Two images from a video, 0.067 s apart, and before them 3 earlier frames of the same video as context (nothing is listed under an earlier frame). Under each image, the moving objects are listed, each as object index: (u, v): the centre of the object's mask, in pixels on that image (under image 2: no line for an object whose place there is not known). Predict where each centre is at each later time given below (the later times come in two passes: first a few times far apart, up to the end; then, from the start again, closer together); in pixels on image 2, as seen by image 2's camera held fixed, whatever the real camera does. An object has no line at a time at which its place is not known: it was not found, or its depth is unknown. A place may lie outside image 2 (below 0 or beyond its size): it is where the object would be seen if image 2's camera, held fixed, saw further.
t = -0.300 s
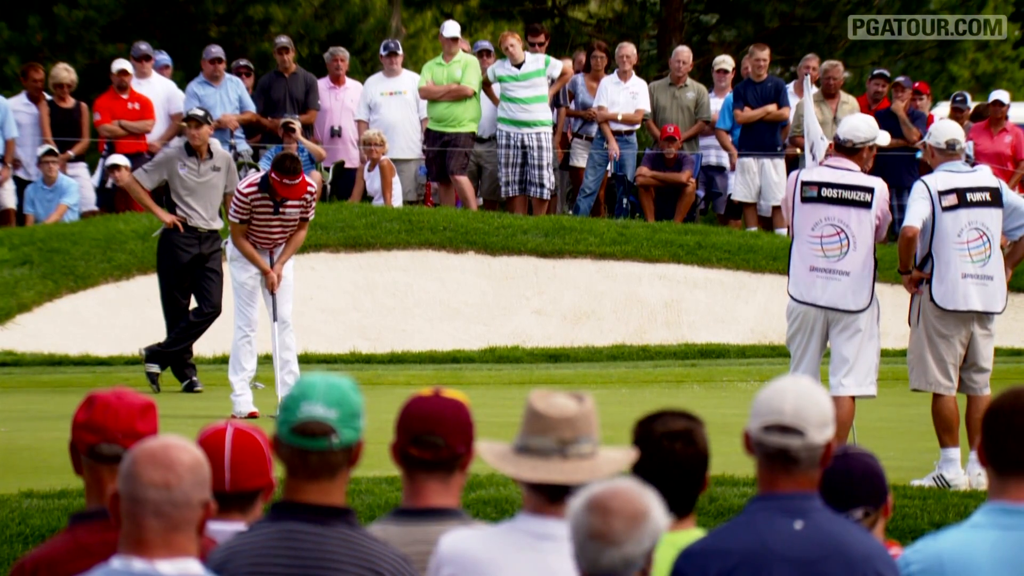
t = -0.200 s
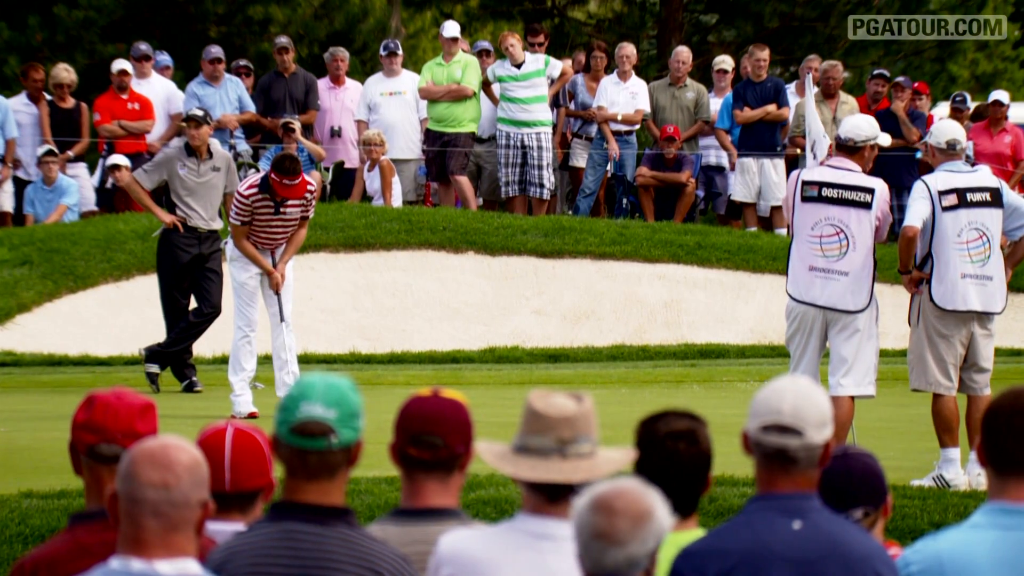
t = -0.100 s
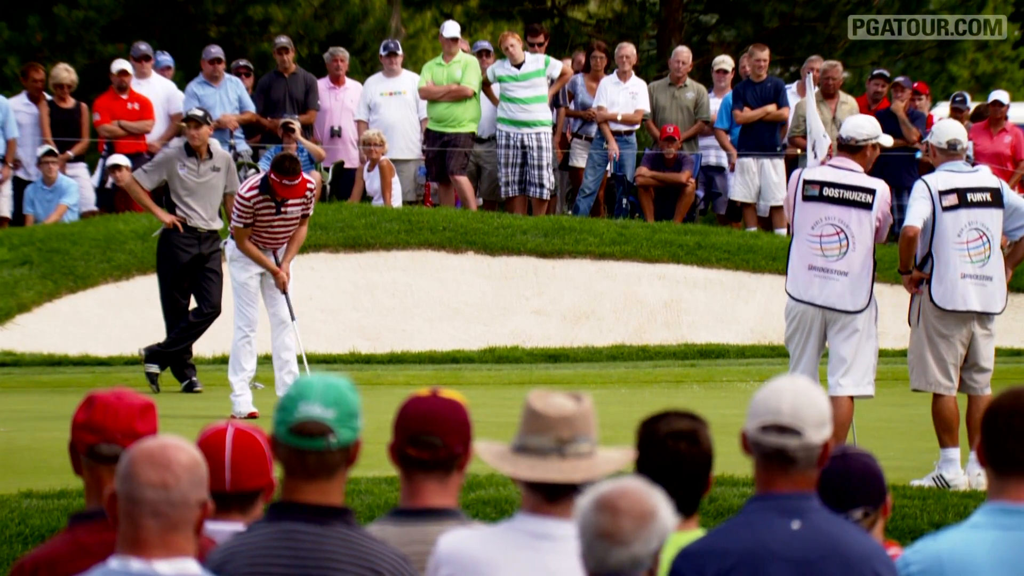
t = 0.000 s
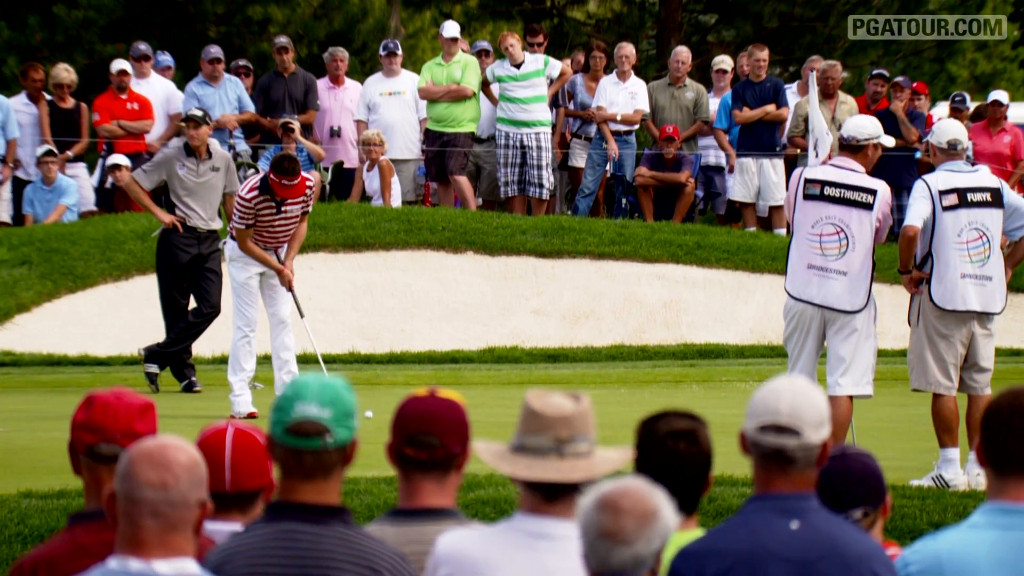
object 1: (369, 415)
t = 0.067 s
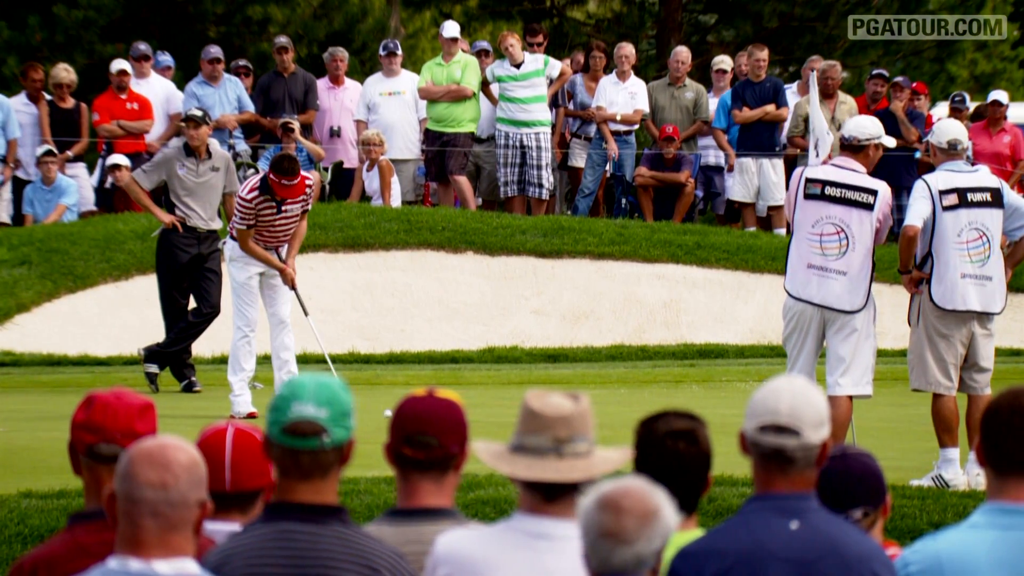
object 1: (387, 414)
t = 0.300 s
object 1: (453, 412)
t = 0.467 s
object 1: (496, 412)
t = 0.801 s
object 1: (574, 409)
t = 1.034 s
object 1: (620, 409)
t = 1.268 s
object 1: (661, 408)
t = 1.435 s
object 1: (687, 407)
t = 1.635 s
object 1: (715, 407)
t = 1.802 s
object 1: (734, 405)
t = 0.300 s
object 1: (453, 412)
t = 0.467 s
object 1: (496, 412)
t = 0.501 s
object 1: (504, 411)
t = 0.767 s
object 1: (567, 409)
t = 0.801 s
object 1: (574, 409)
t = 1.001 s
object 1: (614, 409)
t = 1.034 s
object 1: (620, 409)
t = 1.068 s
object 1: (626, 409)
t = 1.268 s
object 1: (661, 408)
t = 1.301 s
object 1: (666, 408)
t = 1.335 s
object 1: (672, 407)
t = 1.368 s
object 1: (677, 407)
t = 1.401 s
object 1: (682, 407)
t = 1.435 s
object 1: (687, 407)
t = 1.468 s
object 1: (692, 407)
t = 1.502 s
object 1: (696, 407)
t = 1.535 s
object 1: (701, 407)
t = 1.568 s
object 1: (706, 407)
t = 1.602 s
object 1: (710, 407)
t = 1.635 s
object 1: (715, 407)
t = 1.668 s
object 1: (719, 407)
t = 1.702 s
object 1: (723, 407)
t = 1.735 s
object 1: (727, 407)
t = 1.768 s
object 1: (731, 406)
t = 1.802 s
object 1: (734, 405)
